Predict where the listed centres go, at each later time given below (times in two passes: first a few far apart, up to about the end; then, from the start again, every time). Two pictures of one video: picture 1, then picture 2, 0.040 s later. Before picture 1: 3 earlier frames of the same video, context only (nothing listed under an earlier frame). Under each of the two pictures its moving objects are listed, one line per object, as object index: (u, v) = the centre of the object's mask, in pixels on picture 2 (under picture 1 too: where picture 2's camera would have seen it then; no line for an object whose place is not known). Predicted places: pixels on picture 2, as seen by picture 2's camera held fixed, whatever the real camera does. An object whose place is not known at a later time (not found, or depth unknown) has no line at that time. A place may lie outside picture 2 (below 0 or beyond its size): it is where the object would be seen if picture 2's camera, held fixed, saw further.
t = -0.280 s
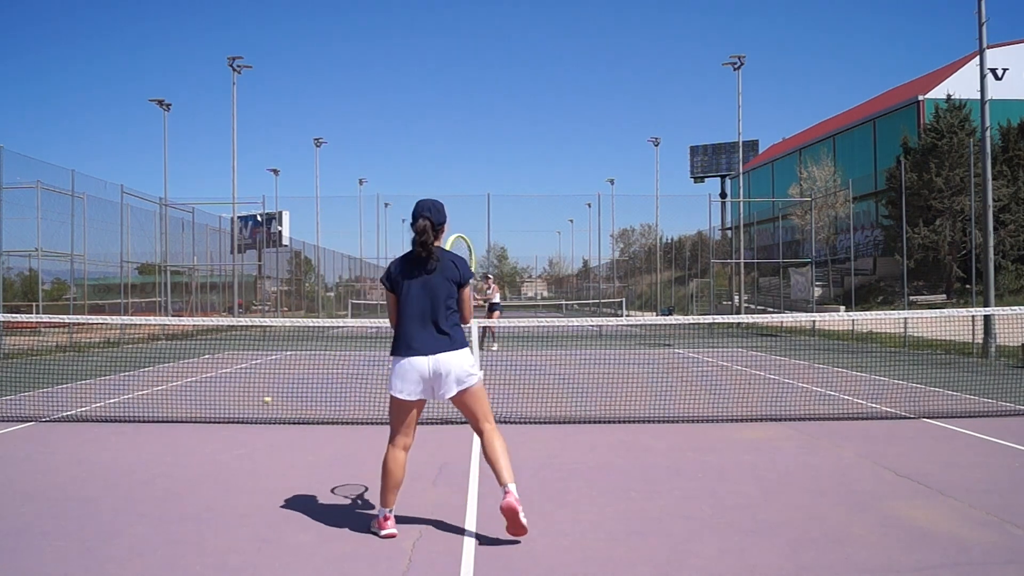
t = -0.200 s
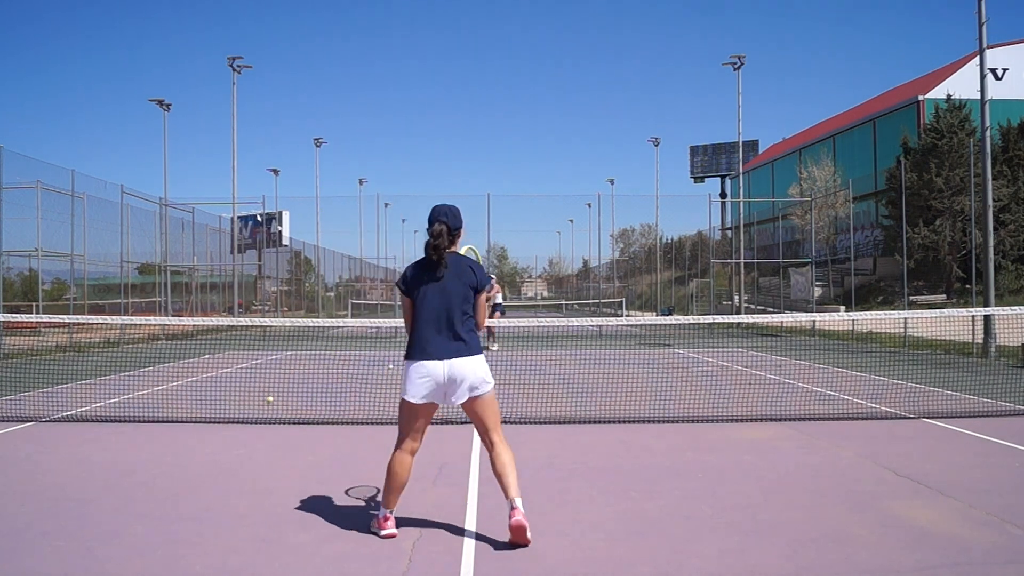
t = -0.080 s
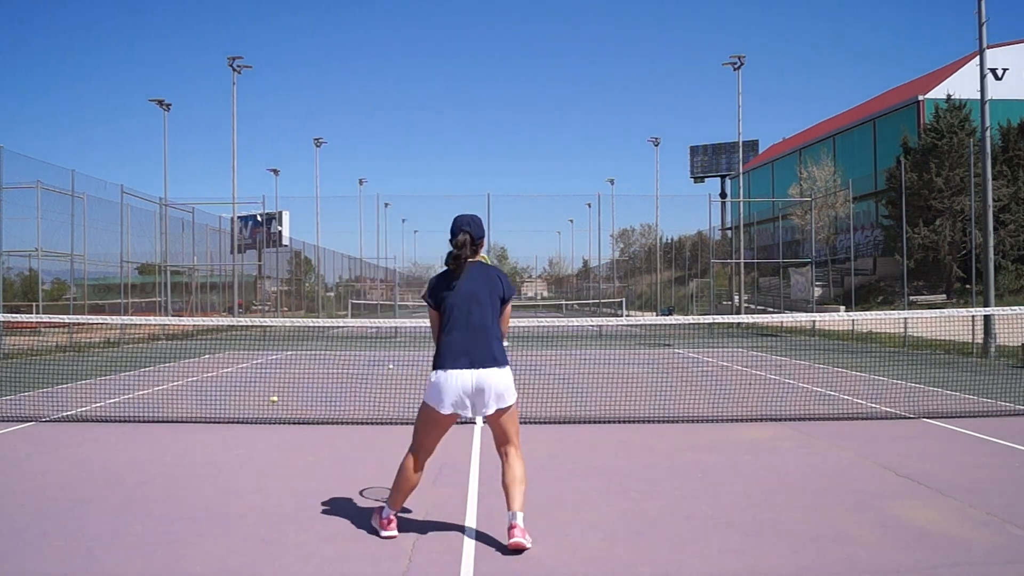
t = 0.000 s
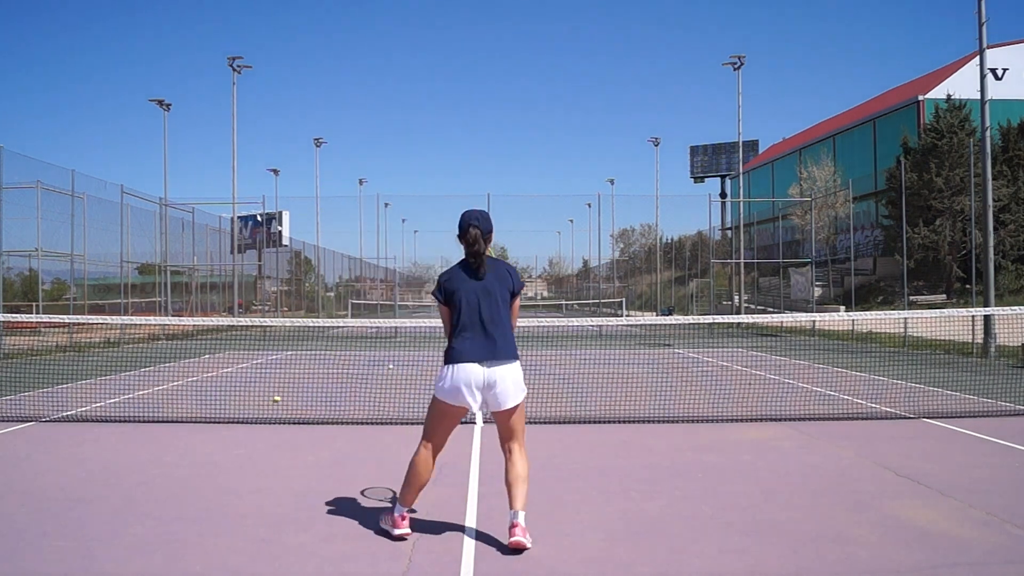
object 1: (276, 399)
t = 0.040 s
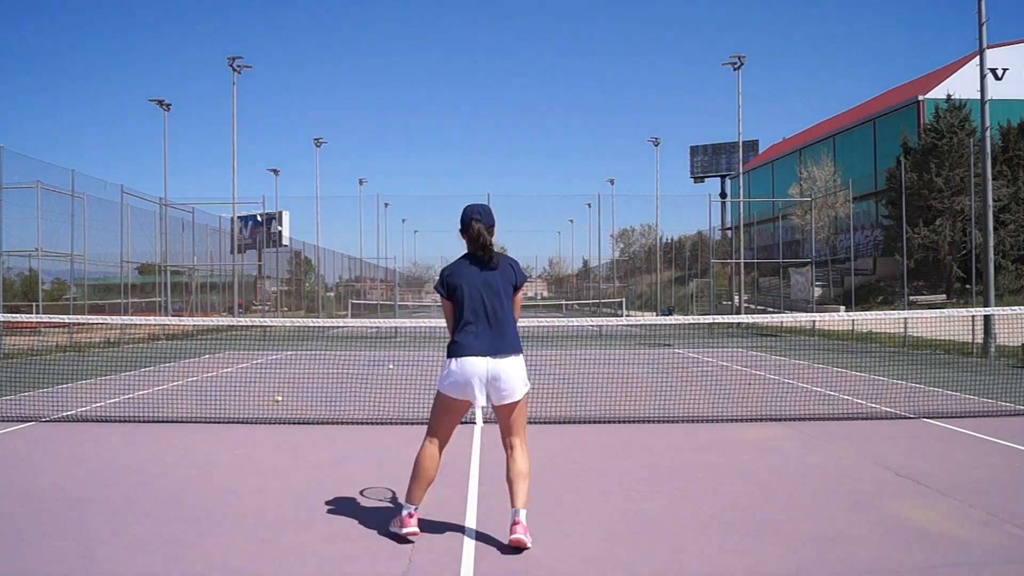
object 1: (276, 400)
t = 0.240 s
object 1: (283, 398)
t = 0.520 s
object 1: (291, 398)
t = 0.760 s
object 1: (295, 397)
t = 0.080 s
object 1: (277, 399)
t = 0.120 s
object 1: (281, 399)
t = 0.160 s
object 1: (282, 399)
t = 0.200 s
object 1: (283, 399)
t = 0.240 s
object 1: (283, 398)
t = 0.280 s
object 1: (285, 398)
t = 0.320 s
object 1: (286, 398)
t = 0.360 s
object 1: (288, 398)
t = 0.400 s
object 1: (289, 398)
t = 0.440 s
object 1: (290, 398)
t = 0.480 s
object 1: (291, 398)
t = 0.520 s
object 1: (291, 398)
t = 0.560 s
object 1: (291, 398)
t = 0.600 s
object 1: (292, 398)
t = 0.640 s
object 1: (293, 398)
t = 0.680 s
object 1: (293, 398)
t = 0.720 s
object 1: (294, 398)
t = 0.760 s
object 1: (295, 397)
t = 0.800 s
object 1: (295, 397)
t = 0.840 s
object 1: (295, 397)
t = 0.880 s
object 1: (297, 397)
